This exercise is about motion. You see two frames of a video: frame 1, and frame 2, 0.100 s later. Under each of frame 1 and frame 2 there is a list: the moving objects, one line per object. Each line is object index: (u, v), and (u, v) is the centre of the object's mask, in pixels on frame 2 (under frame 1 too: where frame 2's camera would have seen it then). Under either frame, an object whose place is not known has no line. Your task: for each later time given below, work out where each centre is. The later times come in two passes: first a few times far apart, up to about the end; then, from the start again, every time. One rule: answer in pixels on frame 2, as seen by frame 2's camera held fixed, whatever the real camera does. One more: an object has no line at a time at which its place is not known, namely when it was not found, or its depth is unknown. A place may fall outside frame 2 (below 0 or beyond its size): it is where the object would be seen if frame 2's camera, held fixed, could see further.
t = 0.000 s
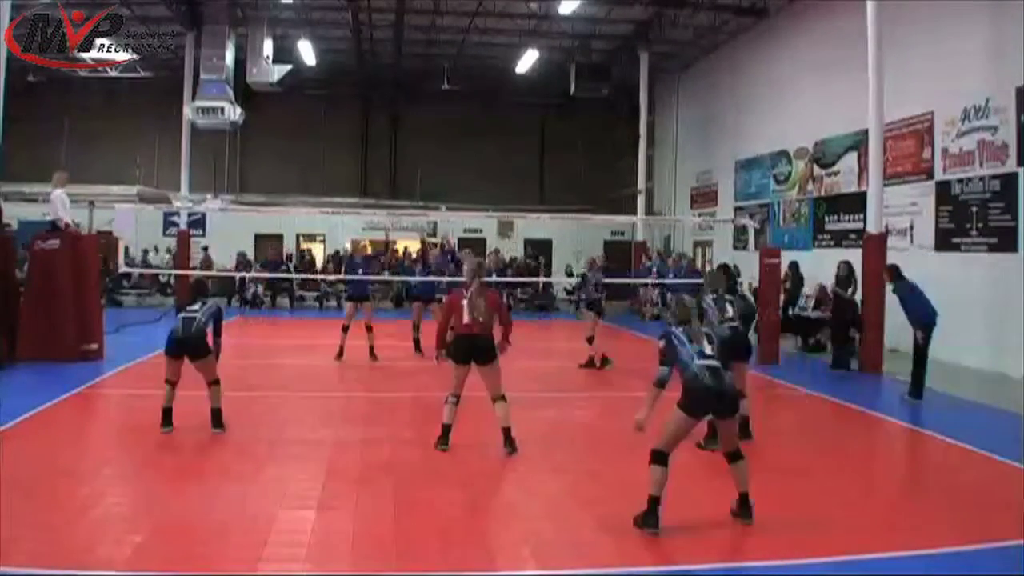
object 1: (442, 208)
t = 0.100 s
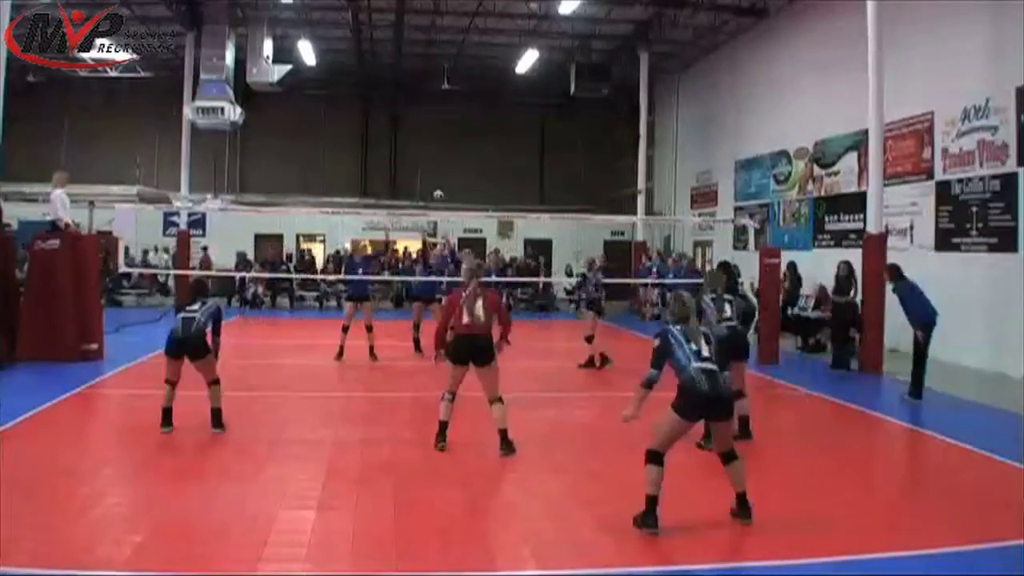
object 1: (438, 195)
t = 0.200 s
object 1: (432, 180)
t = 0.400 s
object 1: (416, 160)
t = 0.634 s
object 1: (382, 158)
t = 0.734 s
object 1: (362, 168)
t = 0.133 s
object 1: (436, 188)
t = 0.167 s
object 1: (434, 184)
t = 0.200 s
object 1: (432, 180)
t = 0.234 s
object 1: (429, 175)
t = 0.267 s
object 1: (427, 171)
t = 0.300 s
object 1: (425, 168)
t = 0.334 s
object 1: (422, 165)
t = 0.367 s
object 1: (419, 161)
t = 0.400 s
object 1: (416, 160)
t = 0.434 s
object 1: (412, 157)
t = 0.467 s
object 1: (407, 156)
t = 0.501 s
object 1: (404, 155)
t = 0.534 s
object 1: (399, 155)
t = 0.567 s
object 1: (394, 155)
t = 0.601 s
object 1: (388, 156)
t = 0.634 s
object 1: (382, 158)
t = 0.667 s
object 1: (376, 160)
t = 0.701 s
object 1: (370, 164)
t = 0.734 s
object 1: (362, 168)
